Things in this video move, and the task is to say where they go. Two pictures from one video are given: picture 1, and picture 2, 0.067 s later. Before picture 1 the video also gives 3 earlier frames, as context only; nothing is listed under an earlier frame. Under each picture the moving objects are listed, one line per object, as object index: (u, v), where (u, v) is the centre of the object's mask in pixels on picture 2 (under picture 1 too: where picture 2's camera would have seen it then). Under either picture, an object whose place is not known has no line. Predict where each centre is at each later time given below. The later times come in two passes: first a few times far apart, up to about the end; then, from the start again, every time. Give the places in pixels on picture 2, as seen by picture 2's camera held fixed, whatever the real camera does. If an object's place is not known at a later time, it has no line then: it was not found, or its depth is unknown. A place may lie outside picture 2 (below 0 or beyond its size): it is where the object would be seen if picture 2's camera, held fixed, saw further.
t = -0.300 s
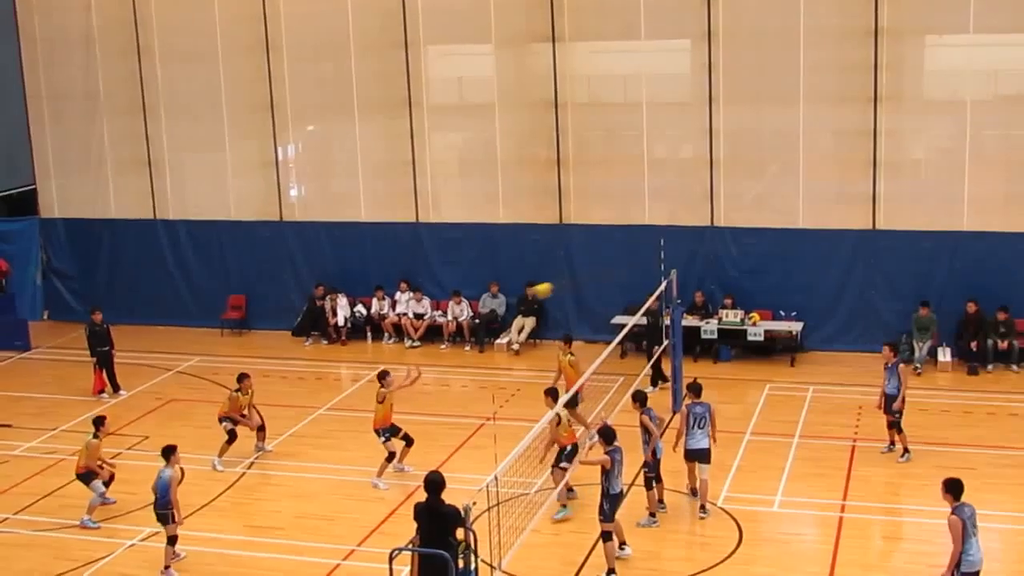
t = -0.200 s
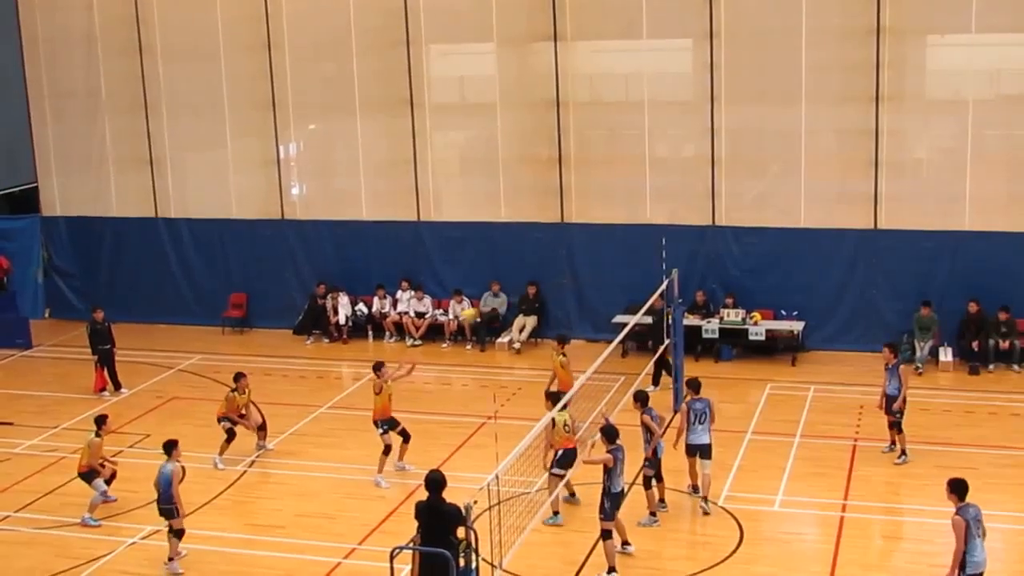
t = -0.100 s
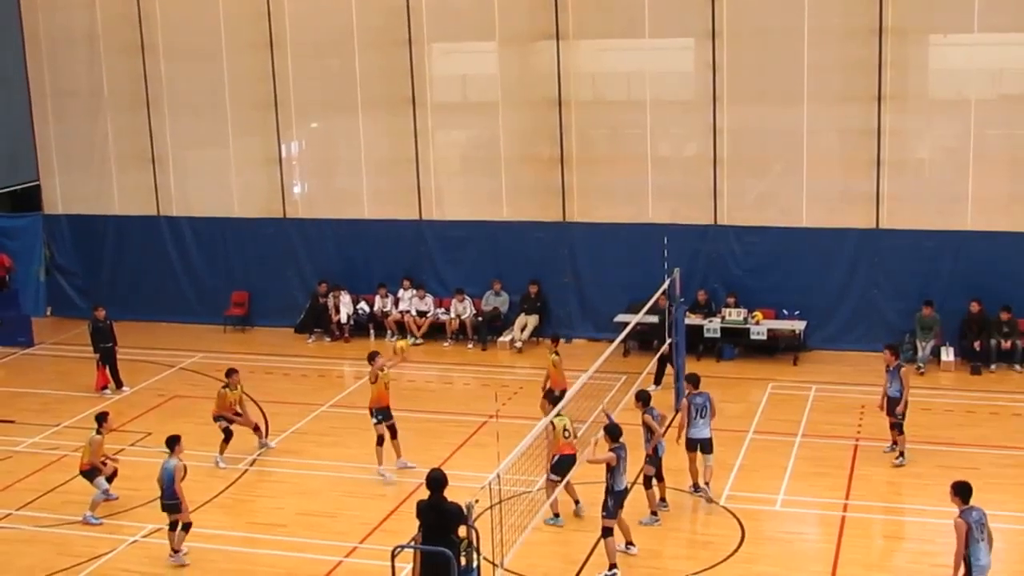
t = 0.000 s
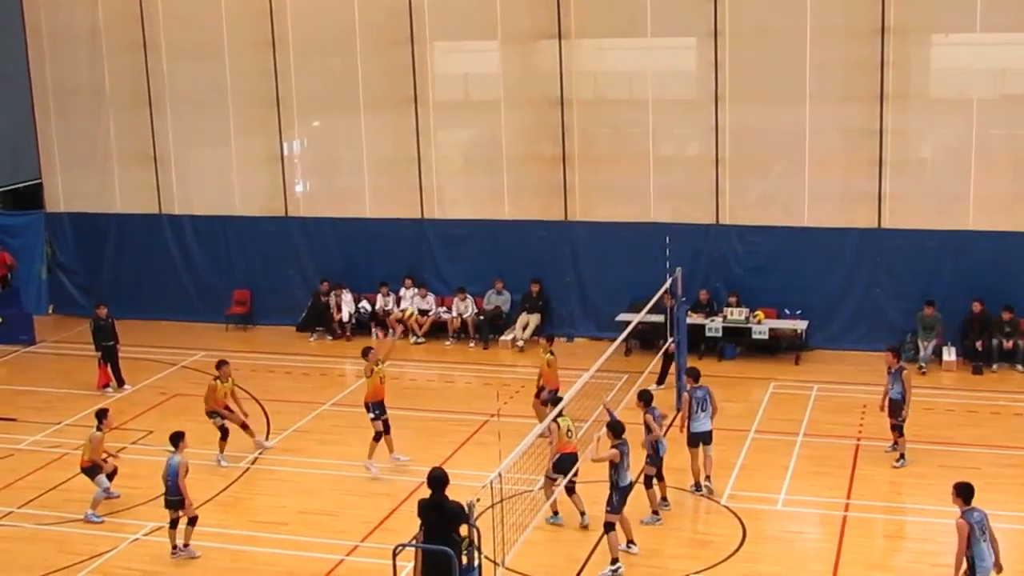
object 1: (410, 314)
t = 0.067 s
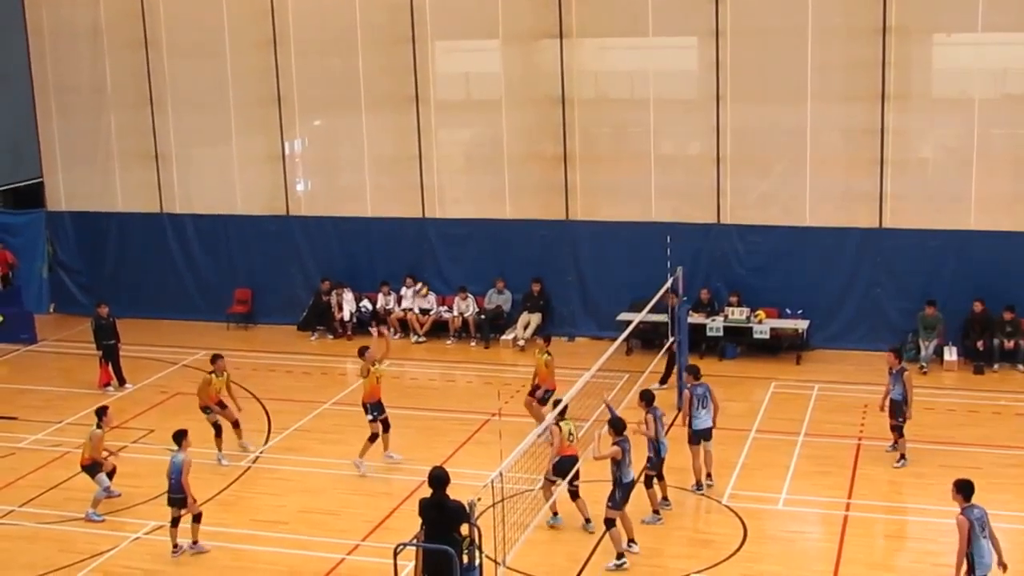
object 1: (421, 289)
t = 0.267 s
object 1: (448, 240)
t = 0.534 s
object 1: (488, 217)
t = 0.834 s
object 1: (534, 247)
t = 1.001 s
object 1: (558, 290)
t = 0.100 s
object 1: (424, 280)
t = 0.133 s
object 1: (428, 272)
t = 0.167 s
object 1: (433, 262)
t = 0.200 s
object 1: (437, 254)
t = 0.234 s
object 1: (443, 246)
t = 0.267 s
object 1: (448, 240)
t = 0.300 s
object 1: (453, 234)
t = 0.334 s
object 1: (458, 230)
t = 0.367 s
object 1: (462, 225)
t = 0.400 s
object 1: (468, 222)
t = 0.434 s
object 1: (474, 220)
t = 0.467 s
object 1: (477, 218)
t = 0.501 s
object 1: (483, 217)
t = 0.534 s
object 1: (488, 217)
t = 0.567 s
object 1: (492, 217)
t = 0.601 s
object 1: (498, 217)
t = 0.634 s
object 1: (502, 218)
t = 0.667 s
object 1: (509, 221)
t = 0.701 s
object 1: (514, 225)
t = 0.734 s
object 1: (519, 229)
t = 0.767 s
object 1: (524, 234)
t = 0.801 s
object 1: (529, 240)
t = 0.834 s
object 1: (534, 247)
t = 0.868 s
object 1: (539, 254)
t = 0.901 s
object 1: (544, 262)
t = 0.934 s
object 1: (548, 270)
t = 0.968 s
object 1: (553, 280)
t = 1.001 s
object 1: (558, 290)
